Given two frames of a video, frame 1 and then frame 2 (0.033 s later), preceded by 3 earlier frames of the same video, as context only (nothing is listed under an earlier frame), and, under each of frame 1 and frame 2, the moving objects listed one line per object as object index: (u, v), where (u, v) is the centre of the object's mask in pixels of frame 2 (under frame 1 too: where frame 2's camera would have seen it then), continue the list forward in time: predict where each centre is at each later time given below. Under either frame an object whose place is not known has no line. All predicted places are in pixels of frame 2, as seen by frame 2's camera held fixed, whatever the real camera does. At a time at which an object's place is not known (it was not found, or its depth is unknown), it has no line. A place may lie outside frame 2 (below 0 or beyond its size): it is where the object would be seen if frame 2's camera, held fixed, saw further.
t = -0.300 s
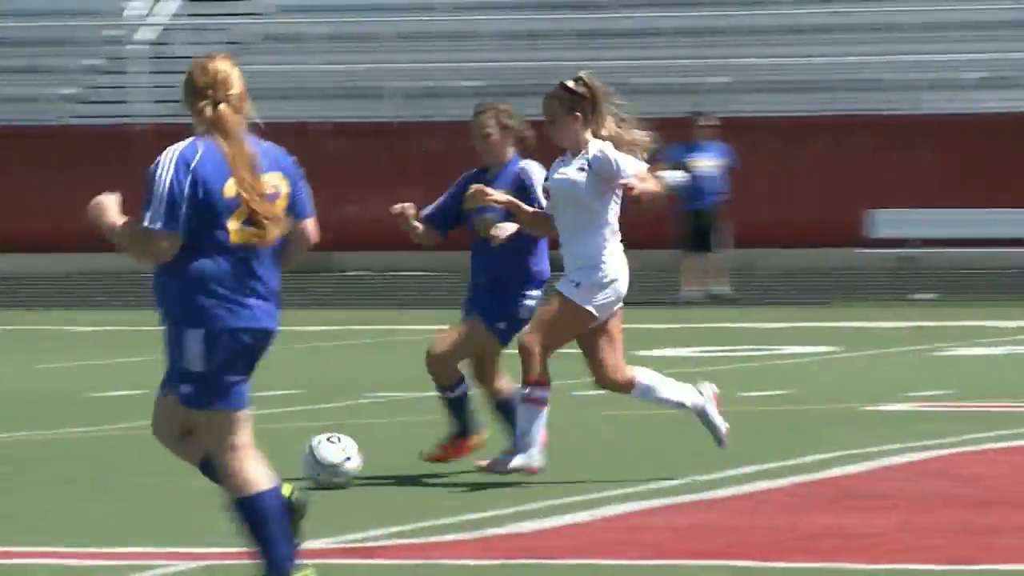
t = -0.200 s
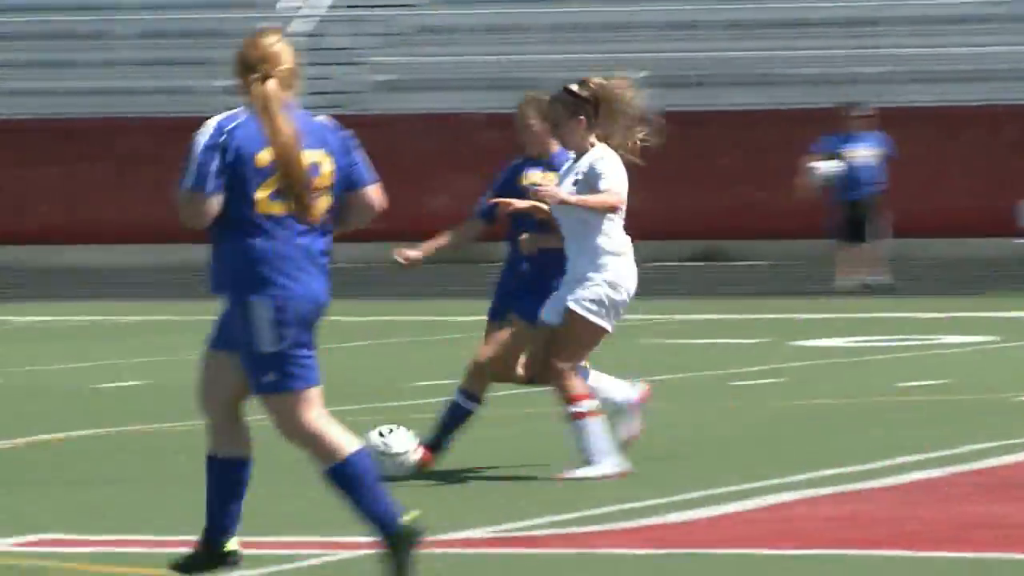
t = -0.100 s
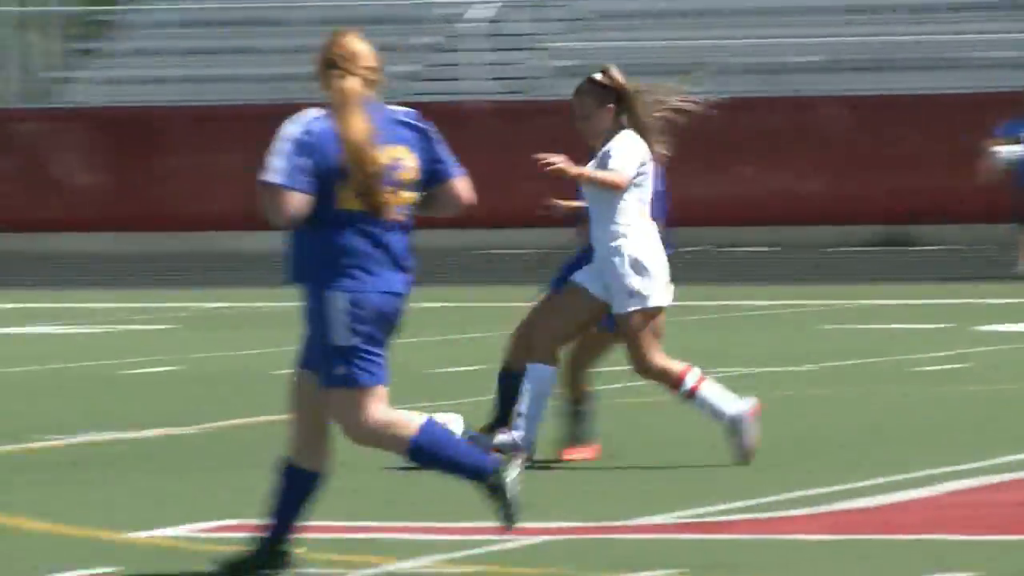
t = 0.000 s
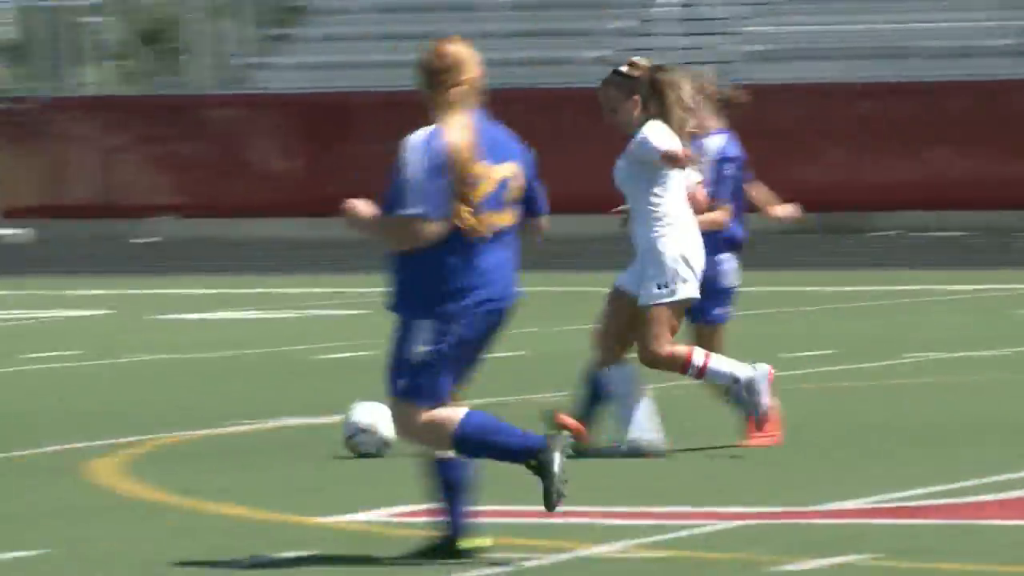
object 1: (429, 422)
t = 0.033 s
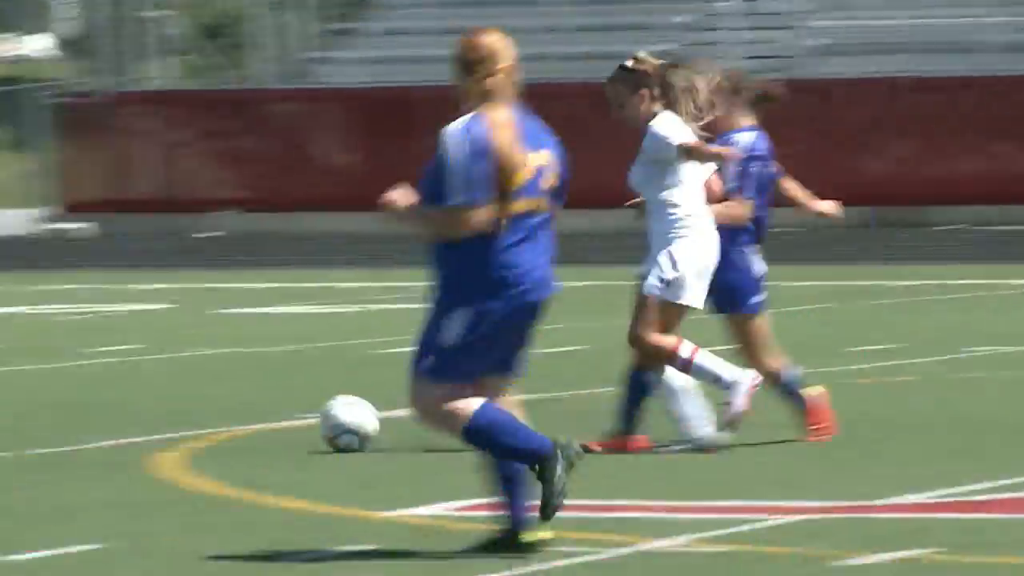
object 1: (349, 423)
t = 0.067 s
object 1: (269, 423)
